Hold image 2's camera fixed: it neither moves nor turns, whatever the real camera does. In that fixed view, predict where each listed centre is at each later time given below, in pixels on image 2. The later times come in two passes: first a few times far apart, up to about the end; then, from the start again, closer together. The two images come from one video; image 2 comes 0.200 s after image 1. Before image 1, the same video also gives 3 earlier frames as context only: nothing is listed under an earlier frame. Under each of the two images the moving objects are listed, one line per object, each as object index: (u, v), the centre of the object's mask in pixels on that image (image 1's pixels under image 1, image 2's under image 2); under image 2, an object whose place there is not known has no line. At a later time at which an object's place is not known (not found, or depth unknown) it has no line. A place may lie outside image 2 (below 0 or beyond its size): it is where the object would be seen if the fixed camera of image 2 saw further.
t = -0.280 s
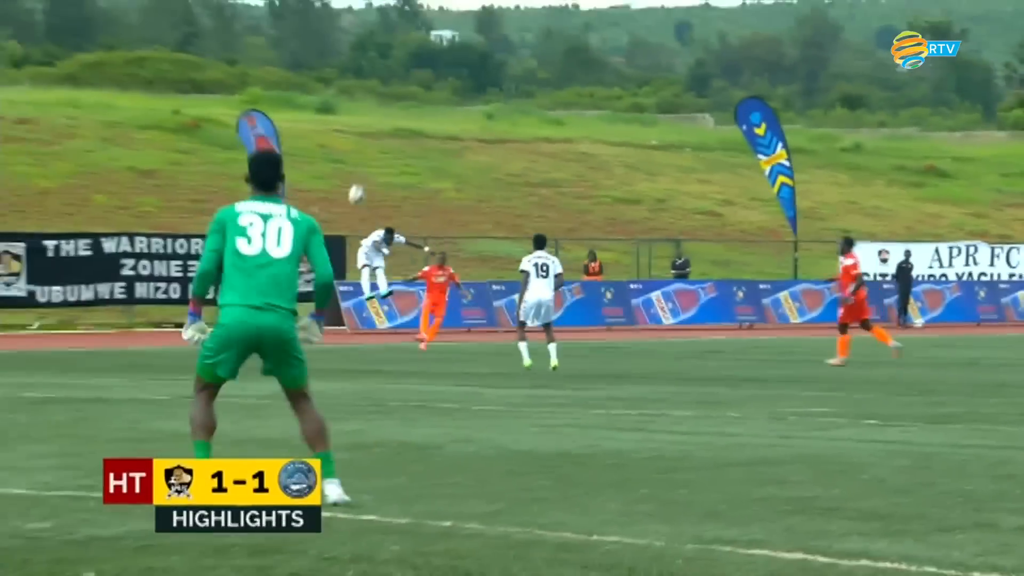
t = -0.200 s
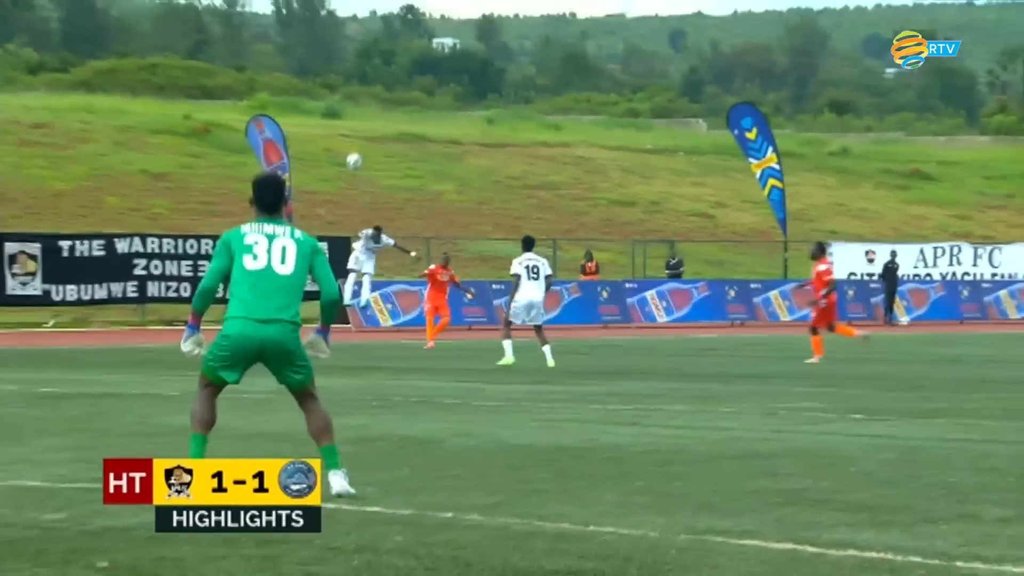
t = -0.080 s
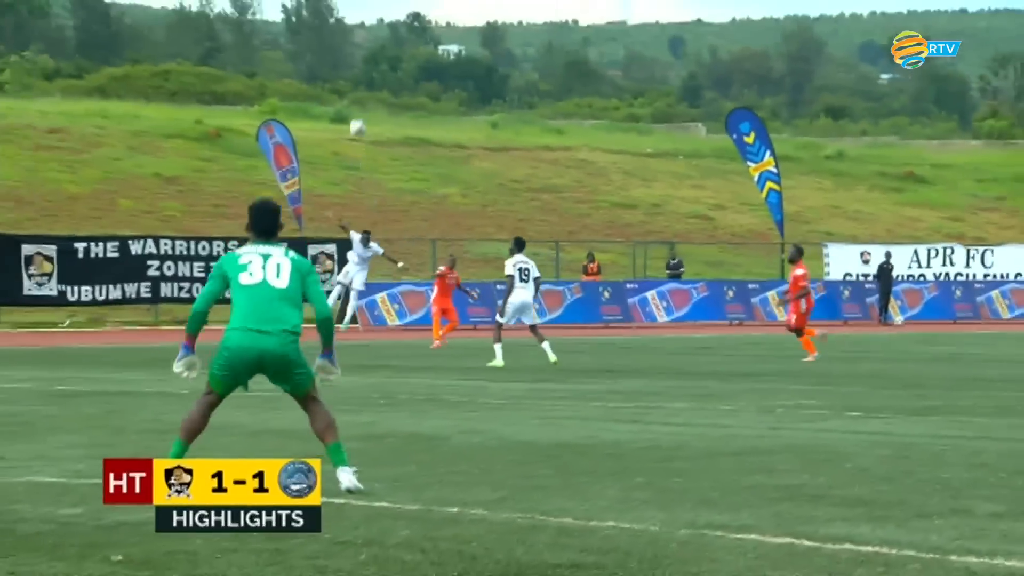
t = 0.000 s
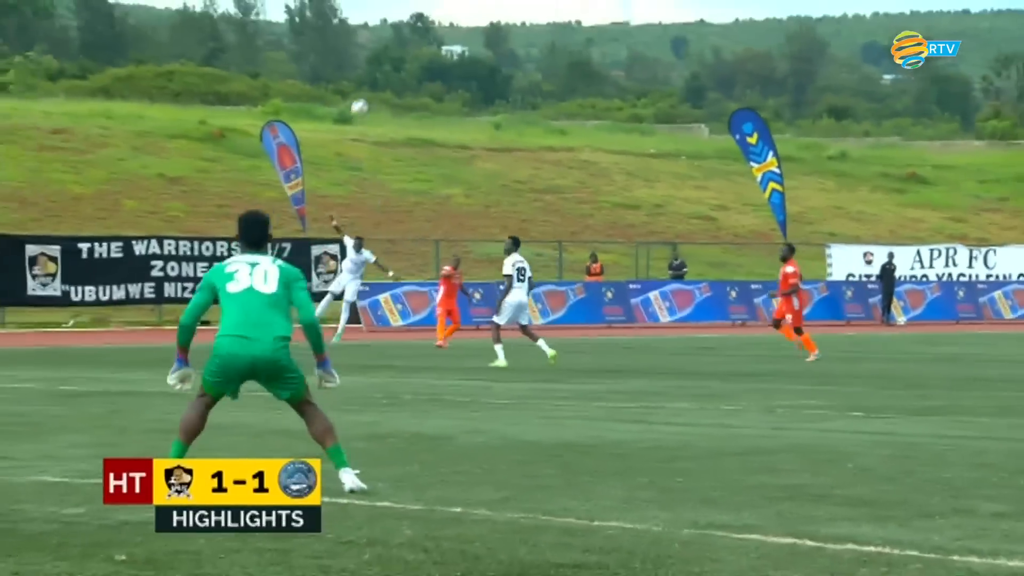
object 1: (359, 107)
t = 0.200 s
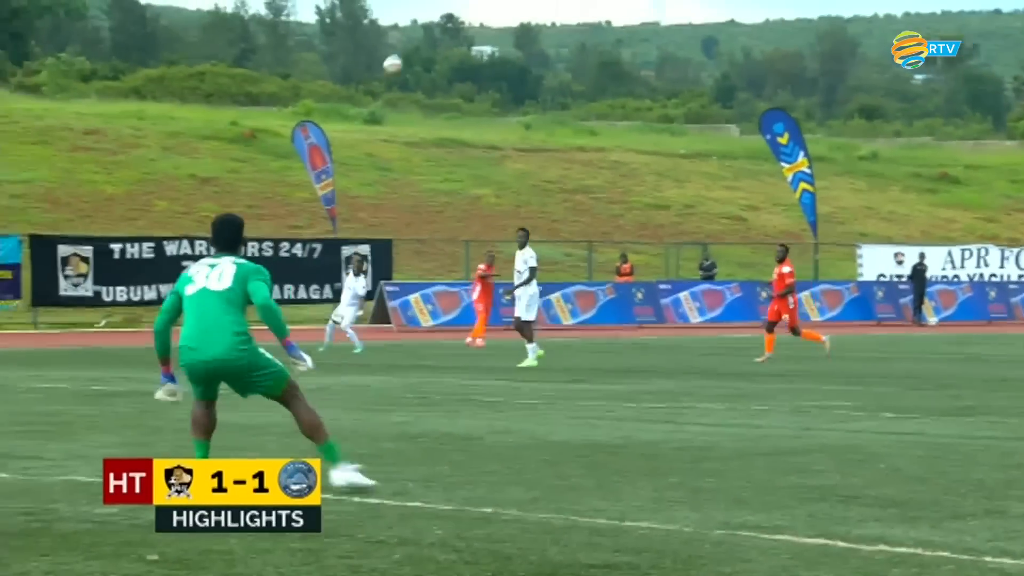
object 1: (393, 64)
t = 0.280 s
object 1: (402, 55)
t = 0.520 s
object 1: (428, 50)
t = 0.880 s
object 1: (469, 89)
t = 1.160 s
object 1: (501, 151)
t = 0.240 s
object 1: (401, 58)
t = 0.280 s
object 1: (402, 55)
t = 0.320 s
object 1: (408, 50)
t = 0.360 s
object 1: (410, 48)
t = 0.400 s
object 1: (415, 48)
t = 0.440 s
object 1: (421, 47)
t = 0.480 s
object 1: (422, 47)
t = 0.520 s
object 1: (428, 50)
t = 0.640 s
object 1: (441, 59)
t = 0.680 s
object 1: (445, 60)
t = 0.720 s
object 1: (449, 65)
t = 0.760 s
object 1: (452, 69)
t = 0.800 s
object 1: (460, 77)
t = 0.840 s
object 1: (464, 84)
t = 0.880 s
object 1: (469, 89)
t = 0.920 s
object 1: (472, 96)
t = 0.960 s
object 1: (476, 103)
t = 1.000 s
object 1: (480, 110)
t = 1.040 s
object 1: (484, 117)
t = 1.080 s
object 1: (491, 129)
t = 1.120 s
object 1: (497, 142)
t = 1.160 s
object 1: (501, 151)
